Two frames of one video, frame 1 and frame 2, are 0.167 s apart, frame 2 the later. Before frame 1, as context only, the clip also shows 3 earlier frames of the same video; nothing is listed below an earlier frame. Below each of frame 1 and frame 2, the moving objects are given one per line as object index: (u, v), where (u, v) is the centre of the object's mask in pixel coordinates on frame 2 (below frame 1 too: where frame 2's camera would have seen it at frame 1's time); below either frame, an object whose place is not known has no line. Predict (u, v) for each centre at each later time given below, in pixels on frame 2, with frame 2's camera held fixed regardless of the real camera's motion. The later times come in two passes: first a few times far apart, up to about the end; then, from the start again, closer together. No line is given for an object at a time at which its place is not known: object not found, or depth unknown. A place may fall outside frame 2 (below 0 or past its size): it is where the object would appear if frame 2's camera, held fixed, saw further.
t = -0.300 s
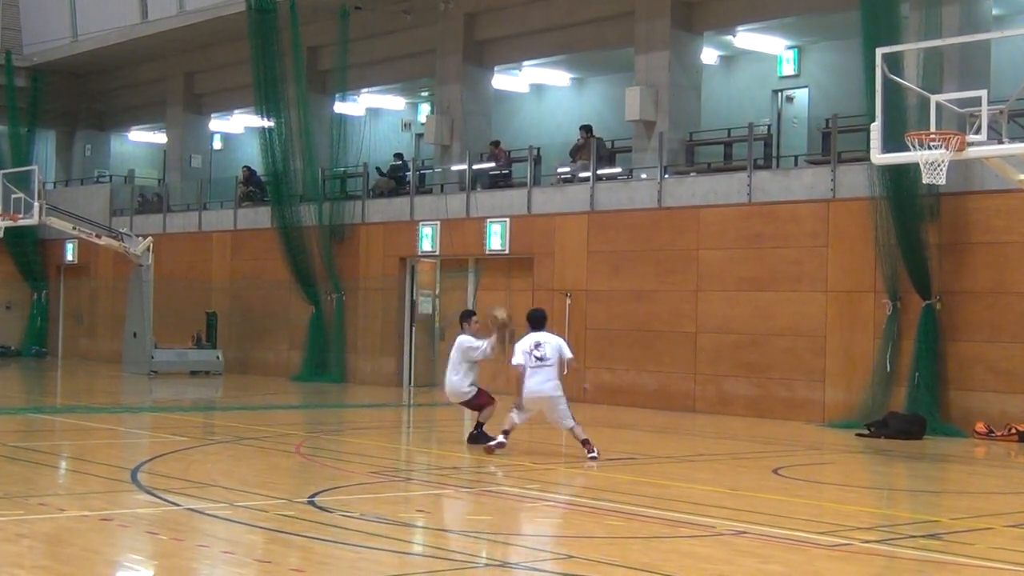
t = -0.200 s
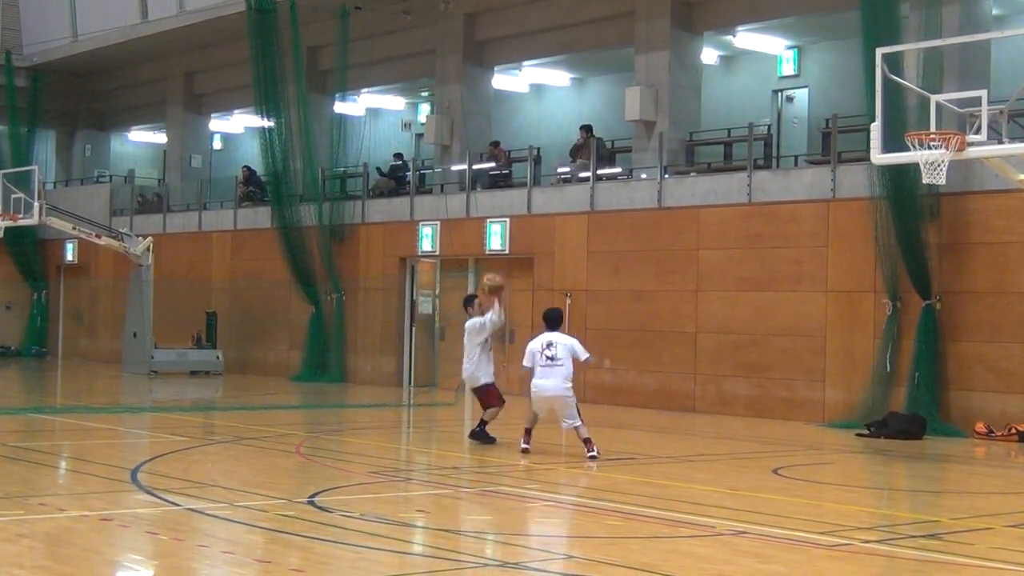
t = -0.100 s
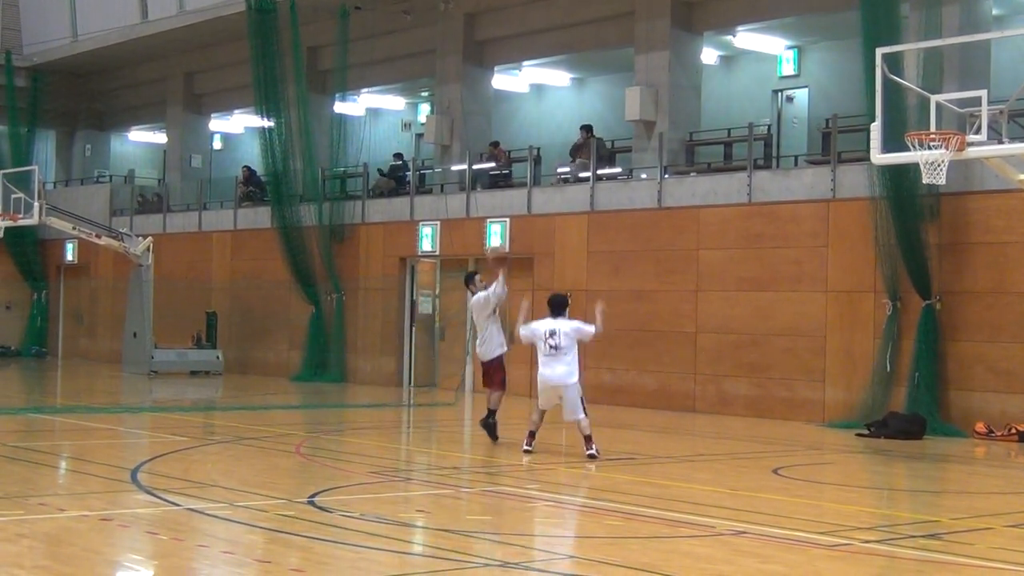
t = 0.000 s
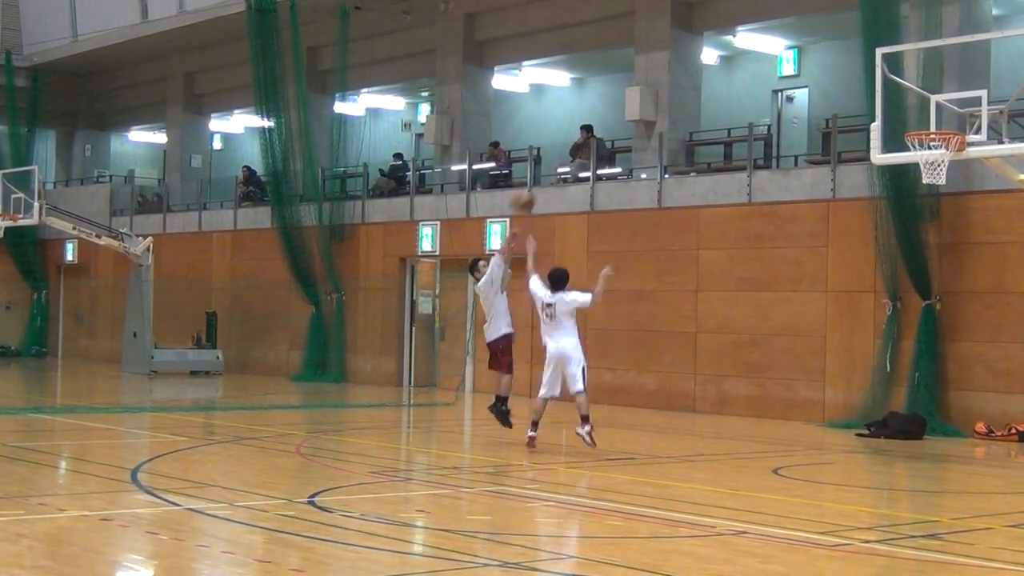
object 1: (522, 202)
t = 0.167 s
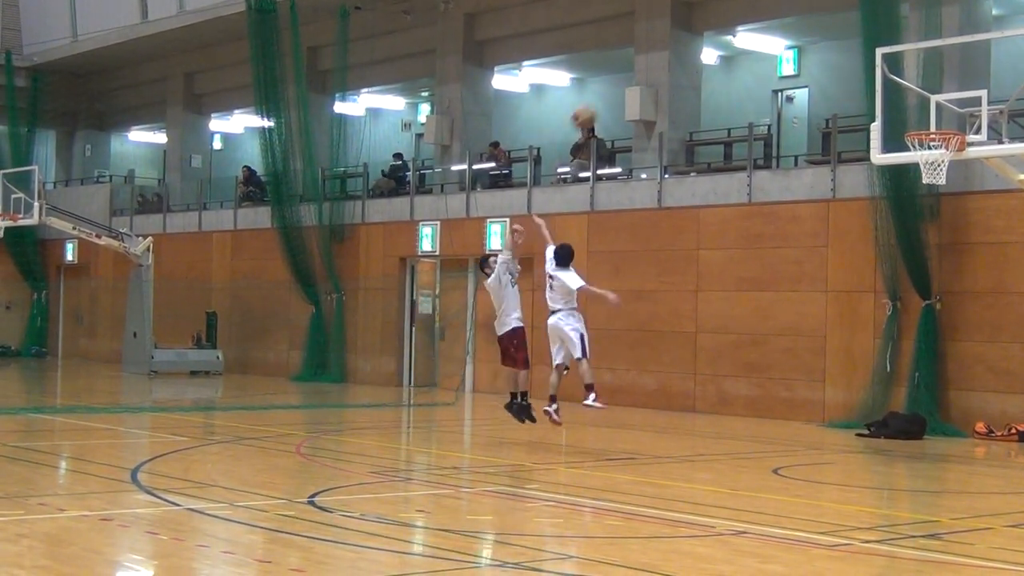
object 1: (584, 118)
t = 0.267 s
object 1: (621, 78)
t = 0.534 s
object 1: (723, 21)
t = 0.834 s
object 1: (840, 40)
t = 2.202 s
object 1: (1005, 344)
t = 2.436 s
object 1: (1033, 430)
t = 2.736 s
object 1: (1078, 293)
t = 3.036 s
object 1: (1128, 260)
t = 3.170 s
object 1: (1150, 284)
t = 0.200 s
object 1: (596, 104)
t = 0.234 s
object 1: (609, 92)
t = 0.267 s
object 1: (621, 78)
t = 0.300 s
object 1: (635, 69)
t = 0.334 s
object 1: (647, 58)
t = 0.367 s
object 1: (659, 48)
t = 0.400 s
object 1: (671, 41)
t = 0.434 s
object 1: (685, 35)
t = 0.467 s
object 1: (697, 29)
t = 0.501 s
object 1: (709, 25)
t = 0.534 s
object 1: (723, 21)
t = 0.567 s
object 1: (736, 19)
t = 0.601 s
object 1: (748, 18)
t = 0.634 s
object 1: (762, 17)
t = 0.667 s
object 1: (774, 18)
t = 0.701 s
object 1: (786, 20)
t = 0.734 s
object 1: (799, 24)
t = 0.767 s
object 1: (813, 26)
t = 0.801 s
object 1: (826, 32)
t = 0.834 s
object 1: (840, 40)
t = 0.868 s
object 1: (854, 48)
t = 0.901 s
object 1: (868, 57)
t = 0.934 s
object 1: (882, 67)
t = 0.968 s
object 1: (895, 80)
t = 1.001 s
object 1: (909, 94)
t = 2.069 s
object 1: (995, 252)
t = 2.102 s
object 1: (998, 272)
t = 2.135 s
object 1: (1000, 295)
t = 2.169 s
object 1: (1002, 319)
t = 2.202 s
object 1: (1005, 344)
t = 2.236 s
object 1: (1008, 369)
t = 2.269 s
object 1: (1012, 396)
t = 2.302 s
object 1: (1015, 426)
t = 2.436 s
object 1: (1033, 430)
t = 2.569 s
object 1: (1052, 357)
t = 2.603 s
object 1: (1056, 341)
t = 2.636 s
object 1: (1062, 327)
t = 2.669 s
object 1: (1067, 314)
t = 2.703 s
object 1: (1073, 303)
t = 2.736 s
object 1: (1078, 293)
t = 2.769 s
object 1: (1083, 284)
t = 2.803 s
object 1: (1089, 275)
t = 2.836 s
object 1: (1094, 267)
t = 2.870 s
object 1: (1100, 263)
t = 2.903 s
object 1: (1106, 259)
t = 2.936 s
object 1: (1111, 258)
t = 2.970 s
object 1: (1117, 258)
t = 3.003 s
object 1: (1122, 258)
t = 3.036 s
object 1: (1128, 260)
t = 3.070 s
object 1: (1132, 264)
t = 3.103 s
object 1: (1139, 269)
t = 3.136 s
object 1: (1144, 275)
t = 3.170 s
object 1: (1150, 284)
